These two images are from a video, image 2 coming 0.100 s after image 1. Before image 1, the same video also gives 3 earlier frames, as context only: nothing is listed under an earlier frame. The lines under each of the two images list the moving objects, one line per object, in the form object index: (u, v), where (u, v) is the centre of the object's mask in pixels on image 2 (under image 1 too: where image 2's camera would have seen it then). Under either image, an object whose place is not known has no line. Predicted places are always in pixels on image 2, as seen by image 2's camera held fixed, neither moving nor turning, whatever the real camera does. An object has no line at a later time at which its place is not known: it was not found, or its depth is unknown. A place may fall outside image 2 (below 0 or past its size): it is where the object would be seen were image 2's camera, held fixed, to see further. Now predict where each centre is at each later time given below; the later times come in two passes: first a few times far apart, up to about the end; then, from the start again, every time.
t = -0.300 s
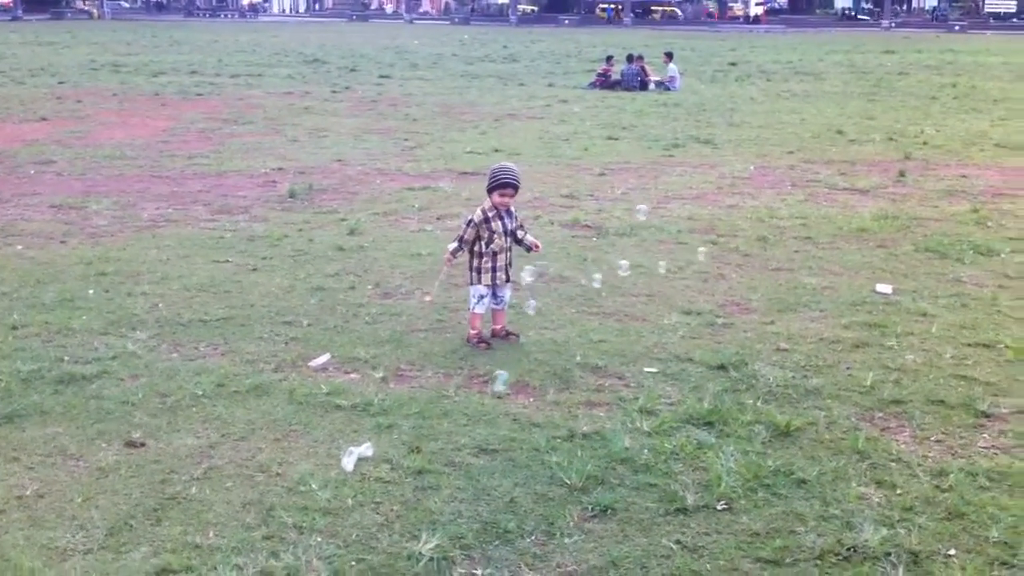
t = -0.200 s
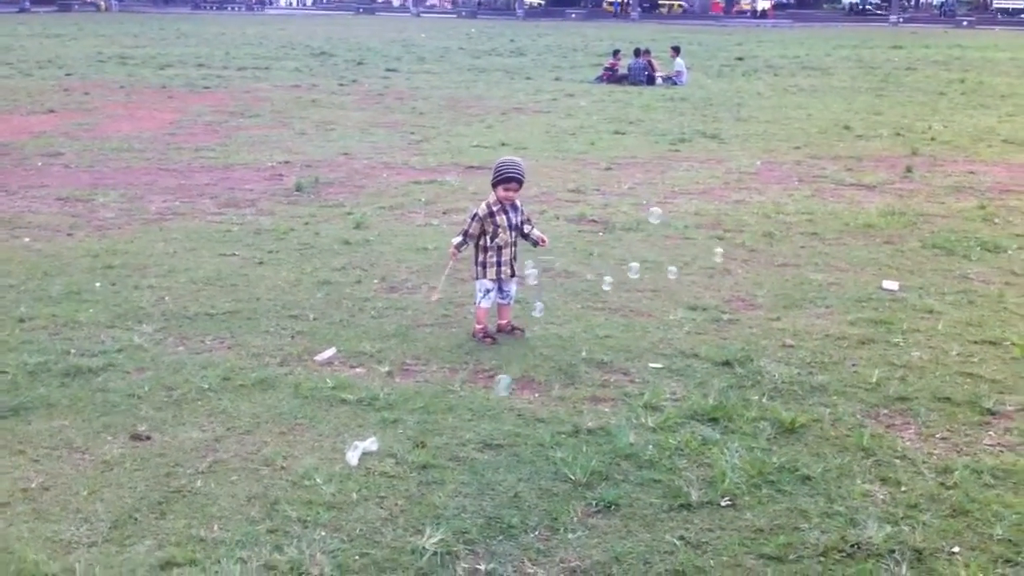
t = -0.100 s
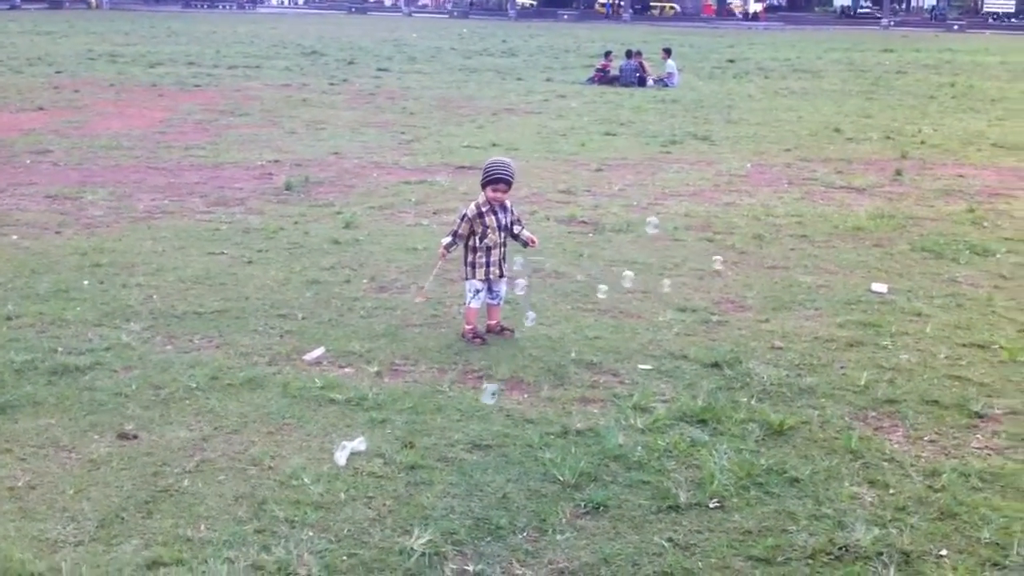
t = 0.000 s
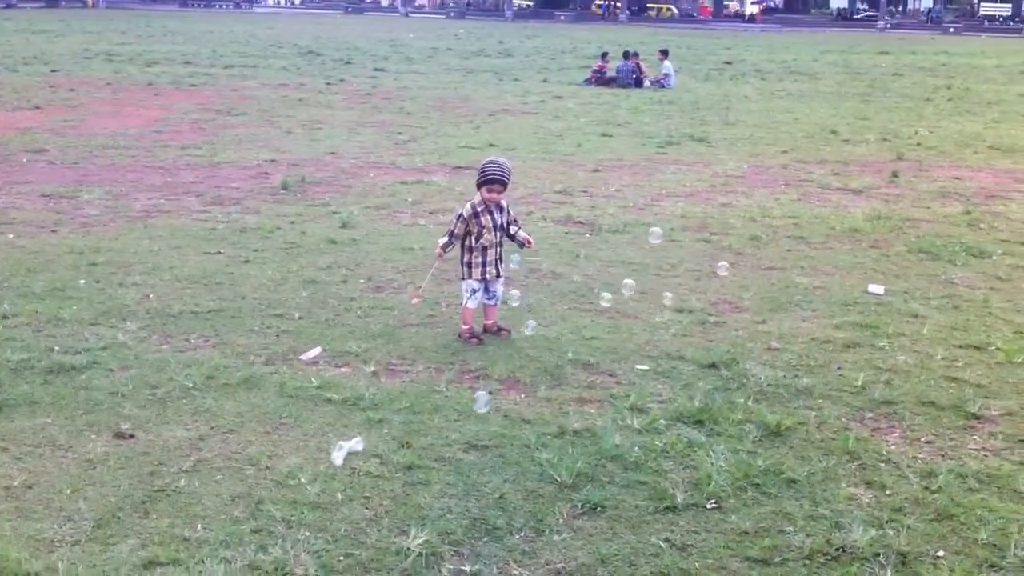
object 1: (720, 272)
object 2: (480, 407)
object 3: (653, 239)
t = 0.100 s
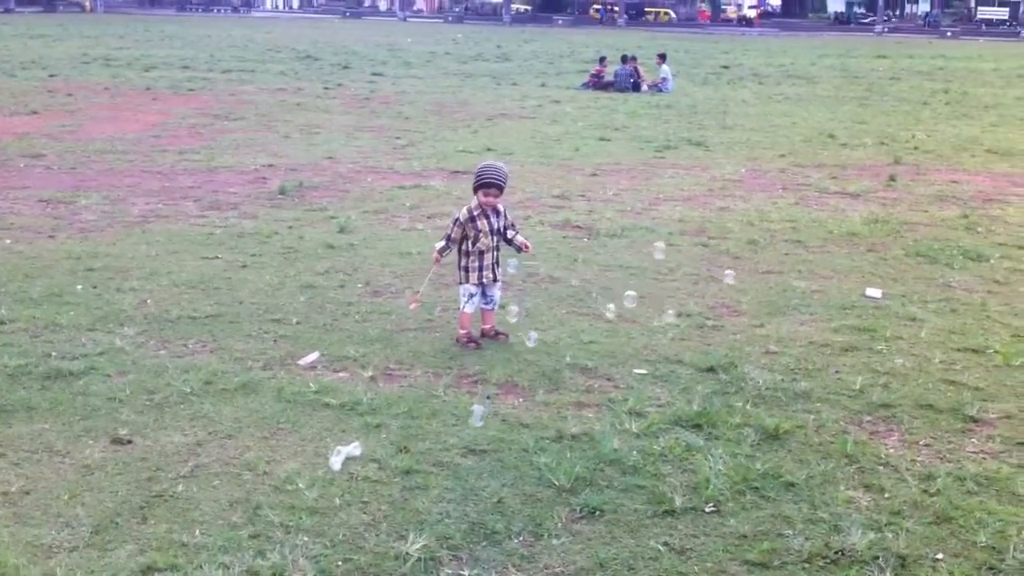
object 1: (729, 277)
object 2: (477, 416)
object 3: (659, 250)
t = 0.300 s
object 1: (747, 287)
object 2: (484, 439)
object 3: (671, 275)
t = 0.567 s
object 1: (768, 301)
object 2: (503, 455)
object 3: (677, 300)
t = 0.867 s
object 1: (792, 319)
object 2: (513, 467)
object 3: (690, 309)
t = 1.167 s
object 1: (821, 344)
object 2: (515, 481)
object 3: (705, 315)
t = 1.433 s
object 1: (846, 372)
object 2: (512, 496)
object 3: (717, 324)
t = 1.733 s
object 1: (880, 411)
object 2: (515, 518)
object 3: (729, 351)
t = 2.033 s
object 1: (921, 457)
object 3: (747, 396)
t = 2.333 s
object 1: (964, 512)
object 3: (773, 432)
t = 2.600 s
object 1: (993, 564)
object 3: (810, 467)
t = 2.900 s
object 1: (1022, 606)
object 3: (871, 515)
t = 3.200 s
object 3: (933, 566)
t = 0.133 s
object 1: (733, 278)
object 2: (478, 419)
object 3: (660, 253)
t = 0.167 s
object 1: (735, 280)
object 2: (478, 423)
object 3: (662, 257)
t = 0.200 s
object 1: (738, 281)
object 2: (479, 428)
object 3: (665, 262)
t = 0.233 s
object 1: (741, 283)
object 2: (480, 432)
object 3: (666, 266)
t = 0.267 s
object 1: (744, 285)
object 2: (483, 435)
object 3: (668, 270)
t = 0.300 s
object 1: (747, 287)
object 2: (484, 439)
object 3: (671, 275)
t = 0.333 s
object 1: (749, 288)
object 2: (487, 442)
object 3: (671, 279)
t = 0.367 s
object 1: (752, 290)
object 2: (489, 444)
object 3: (672, 283)
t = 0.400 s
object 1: (754, 292)
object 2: (491, 447)
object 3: (672, 287)
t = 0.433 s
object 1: (758, 293)
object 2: (494, 449)
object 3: (673, 291)
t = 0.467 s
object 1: (760, 295)
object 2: (496, 450)
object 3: (674, 294)
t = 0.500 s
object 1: (763, 297)
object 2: (499, 452)
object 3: (675, 297)
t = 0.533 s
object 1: (765, 299)
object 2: (501, 453)
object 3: (676, 298)
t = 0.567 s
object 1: (768, 301)
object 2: (503, 455)
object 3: (677, 300)
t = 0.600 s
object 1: (770, 303)
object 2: (505, 456)
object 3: (678, 301)
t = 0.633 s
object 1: (773, 305)
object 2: (507, 457)
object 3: (679, 302)
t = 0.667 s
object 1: (776, 307)
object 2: (508, 459)
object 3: (680, 303)
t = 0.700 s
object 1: (779, 308)
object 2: (509, 460)
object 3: (681, 304)
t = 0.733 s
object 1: (781, 311)
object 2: (510, 461)
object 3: (683, 306)
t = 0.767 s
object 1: (784, 313)
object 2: (511, 463)
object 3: (684, 307)
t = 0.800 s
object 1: (787, 315)
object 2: (512, 464)
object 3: (686, 308)
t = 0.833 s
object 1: (790, 317)
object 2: (512, 465)
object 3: (688, 309)
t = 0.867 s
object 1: (792, 319)
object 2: (513, 467)
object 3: (690, 309)
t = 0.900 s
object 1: (796, 322)
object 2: (513, 468)
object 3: (692, 311)
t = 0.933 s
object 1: (799, 323)
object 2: (513, 469)
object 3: (693, 311)
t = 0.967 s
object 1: (802, 327)
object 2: (514, 471)
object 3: (694, 311)
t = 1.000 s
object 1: (805, 330)
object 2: (514, 473)
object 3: (697, 313)
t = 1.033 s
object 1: (807, 332)
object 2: (515, 474)
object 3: (698, 313)
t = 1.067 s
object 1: (811, 335)
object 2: (515, 476)
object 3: (699, 313)
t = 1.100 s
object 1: (814, 338)
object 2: (514, 478)
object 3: (701, 313)
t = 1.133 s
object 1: (816, 340)
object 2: (515, 480)
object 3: (703, 314)
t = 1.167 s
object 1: (821, 344)
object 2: (515, 481)
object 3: (705, 315)
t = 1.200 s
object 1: (823, 347)
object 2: (515, 483)
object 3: (707, 315)
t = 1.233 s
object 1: (826, 351)
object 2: (515, 485)
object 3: (708, 315)
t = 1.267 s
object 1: (830, 354)
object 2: (515, 486)
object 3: (710, 316)
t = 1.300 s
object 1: (832, 358)
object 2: (514, 488)
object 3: (712, 317)
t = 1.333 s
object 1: (837, 362)
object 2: (513, 490)
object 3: (714, 319)
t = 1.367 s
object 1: (839, 365)
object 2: (514, 492)
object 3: (715, 320)
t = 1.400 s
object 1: (844, 369)
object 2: (513, 494)
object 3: (716, 322)
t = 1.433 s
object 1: (846, 372)
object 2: (512, 496)
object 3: (717, 324)
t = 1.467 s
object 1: (850, 376)
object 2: (512, 498)
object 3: (719, 326)
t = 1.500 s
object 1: (854, 381)
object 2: (512, 500)
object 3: (720, 328)
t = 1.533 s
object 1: (857, 384)
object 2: (512, 502)
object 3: (721, 330)
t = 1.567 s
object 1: (861, 388)
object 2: (512, 504)
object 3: (723, 333)
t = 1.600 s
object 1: (864, 393)
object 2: (513, 507)
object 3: (724, 336)
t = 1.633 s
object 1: (869, 397)
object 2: (513, 509)
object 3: (725, 339)
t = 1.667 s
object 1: (872, 402)
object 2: (514, 512)
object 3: (727, 343)
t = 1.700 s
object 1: (876, 408)
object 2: (515, 515)
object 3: (728, 347)
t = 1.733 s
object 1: (880, 411)
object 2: (515, 518)
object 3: (729, 351)
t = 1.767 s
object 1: (885, 417)
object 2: (515, 521)
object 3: (730, 356)
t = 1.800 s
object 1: (889, 422)
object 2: (518, 525)
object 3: (732, 360)
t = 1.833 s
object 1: (893, 426)
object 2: (520, 528)
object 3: (733, 365)
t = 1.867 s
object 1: (897, 431)
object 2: (521, 532)
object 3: (735, 371)
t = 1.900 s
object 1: (902, 436)
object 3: (736, 376)
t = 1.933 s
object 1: (906, 441)
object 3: (739, 381)
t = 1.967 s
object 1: (911, 446)
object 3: (742, 386)
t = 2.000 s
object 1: (914, 450)
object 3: (744, 391)
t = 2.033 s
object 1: (921, 457)
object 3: (747, 396)
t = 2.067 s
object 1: (924, 462)
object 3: (749, 401)
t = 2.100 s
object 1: (930, 468)
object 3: (753, 405)
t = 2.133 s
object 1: (935, 474)
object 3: (756, 410)
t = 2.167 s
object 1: (940, 480)
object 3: (758, 414)
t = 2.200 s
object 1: (945, 486)
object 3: (761, 418)
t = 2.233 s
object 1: (949, 492)
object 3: (764, 421)
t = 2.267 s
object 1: (956, 499)
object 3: (767, 425)
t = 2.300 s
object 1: (960, 505)
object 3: (769, 428)
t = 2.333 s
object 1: (964, 512)
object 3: (773, 432)
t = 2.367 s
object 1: (969, 518)
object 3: (776, 435)
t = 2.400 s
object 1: (972, 525)
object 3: (781, 440)
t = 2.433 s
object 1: (976, 531)
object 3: (784, 443)
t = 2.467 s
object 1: (980, 537)
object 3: (788, 447)
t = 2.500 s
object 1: (983, 543)
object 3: (793, 452)
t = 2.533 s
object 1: (985, 549)
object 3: (798, 456)
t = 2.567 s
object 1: (989, 554)
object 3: (803, 462)
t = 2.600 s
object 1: (993, 564)
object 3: (810, 467)
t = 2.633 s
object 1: (996, 569)
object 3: (816, 472)
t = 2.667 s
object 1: (1000, 575)
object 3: (823, 478)
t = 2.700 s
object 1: (1002, 580)
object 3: (831, 483)
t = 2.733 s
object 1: (1006, 586)
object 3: (837, 488)
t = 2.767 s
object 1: (1010, 592)
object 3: (844, 494)
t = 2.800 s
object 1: (1012, 598)
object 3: (851, 499)
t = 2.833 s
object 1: (1015, 601)
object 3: (857, 504)
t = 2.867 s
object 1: (1019, 603)
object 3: (866, 510)
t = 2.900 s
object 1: (1022, 606)
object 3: (871, 515)
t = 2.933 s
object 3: (879, 521)
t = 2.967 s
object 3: (885, 527)
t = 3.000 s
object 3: (893, 533)
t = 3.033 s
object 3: (899, 538)
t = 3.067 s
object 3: (906, 542)
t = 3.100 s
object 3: (911, 548)
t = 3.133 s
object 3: (918, 553)
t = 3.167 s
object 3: (926, 560)
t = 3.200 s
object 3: (933, 566)
